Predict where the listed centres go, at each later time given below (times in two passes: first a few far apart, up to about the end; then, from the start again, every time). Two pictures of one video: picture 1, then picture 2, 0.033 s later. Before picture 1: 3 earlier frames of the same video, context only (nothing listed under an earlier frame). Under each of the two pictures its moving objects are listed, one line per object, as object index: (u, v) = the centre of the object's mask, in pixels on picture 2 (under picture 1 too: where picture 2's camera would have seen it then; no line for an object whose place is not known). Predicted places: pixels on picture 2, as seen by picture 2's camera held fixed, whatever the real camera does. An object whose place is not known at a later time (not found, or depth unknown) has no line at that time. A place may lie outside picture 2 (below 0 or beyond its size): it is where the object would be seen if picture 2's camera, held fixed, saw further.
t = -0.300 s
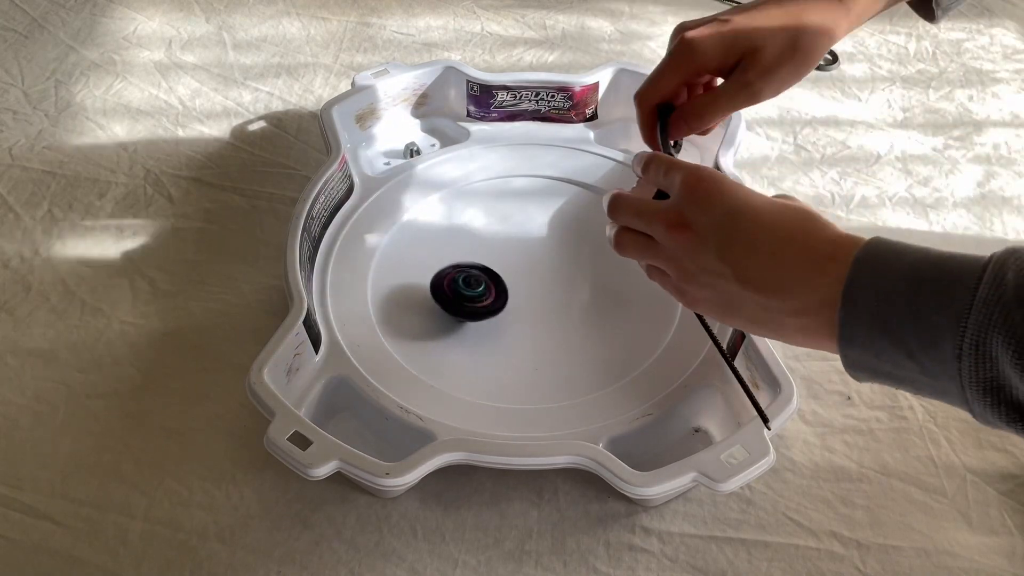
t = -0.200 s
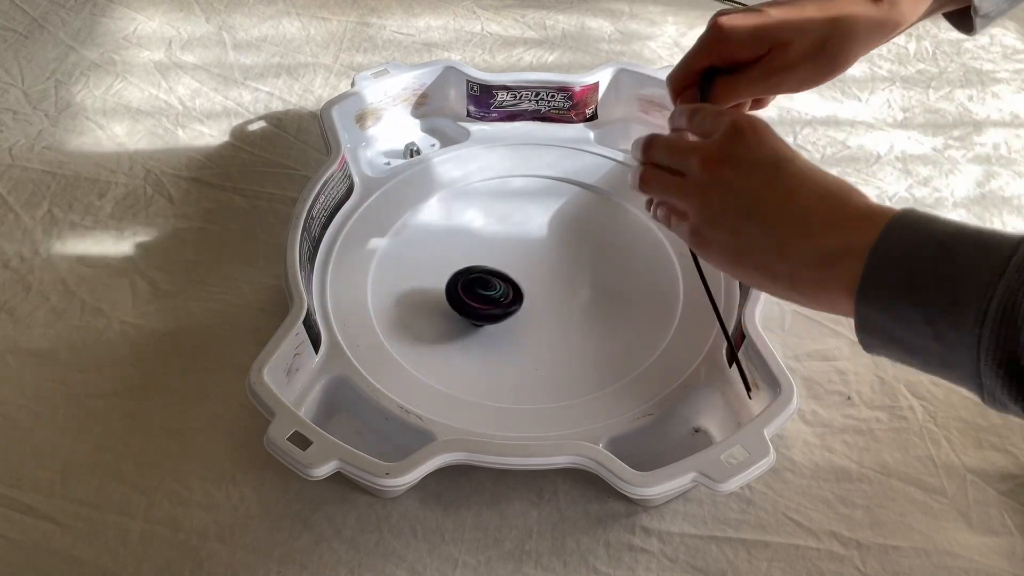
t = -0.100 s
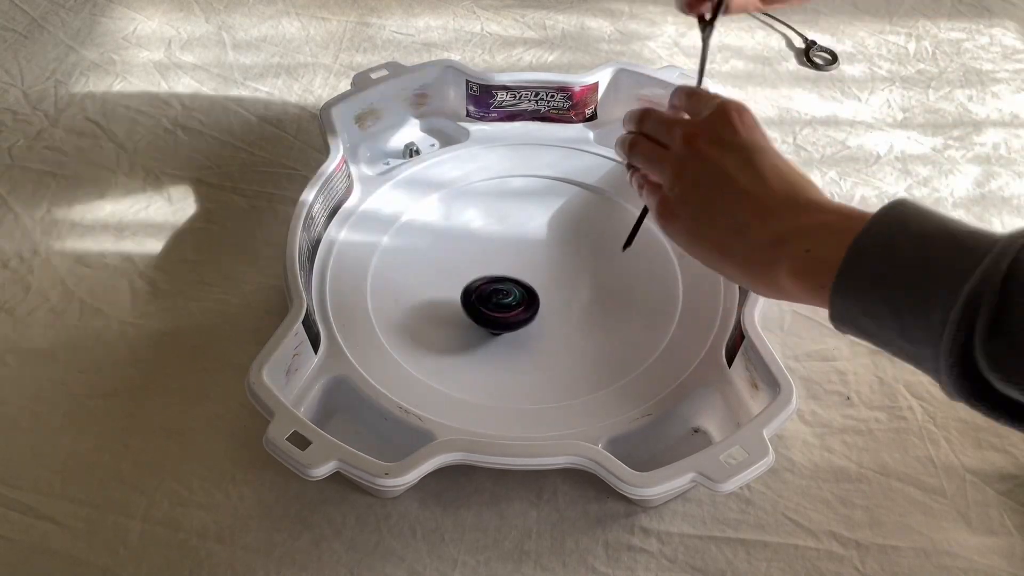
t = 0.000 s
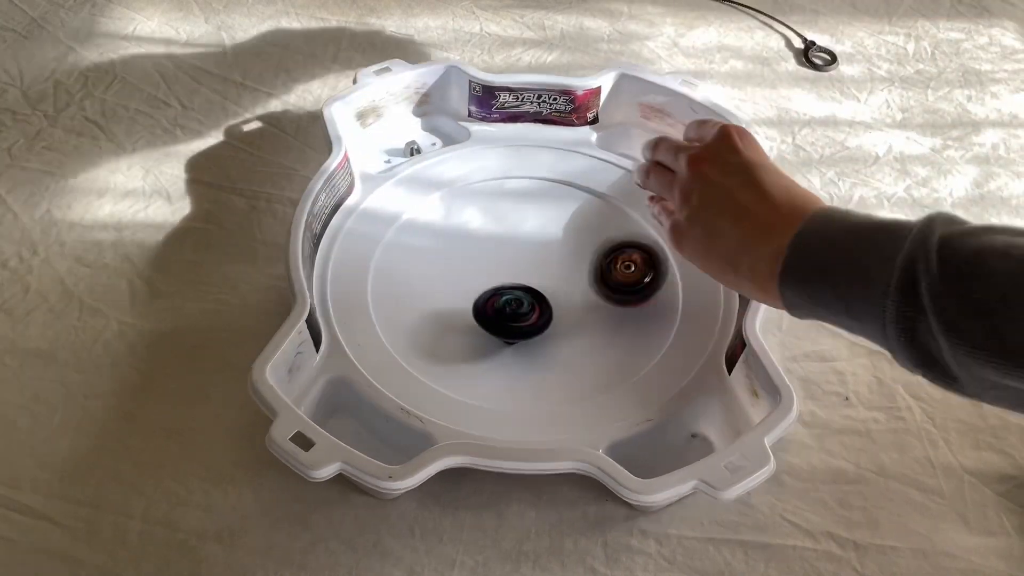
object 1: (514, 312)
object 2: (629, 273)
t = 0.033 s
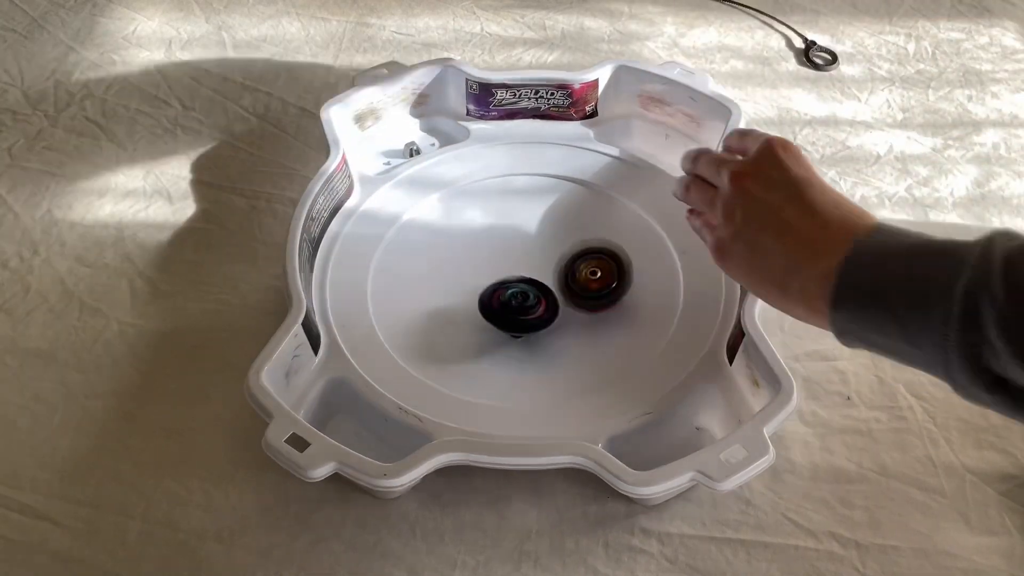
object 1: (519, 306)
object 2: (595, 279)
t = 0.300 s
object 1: (353, 240)
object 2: (631, 218)
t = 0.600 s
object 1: (512, 173)
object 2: (569, 247)
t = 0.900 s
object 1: (605, 257)
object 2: (569, 368)
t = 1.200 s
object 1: (495, 299)
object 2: (533, 369)
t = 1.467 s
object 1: (450, 193)
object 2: (519, 271)
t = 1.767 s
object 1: (549, 170)
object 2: (483, 235)
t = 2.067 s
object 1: (580, 201)
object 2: (431, 329)
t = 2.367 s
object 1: (518, 266)
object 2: (585, 325)
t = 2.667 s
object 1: (427, 252)
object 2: (474, 164)
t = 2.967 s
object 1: (430, 350)
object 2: (416, 160)
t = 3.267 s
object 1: (571, 290)
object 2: (419, 172)
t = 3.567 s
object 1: (566, 219)
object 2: (442, 149)
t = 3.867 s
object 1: (529, 290)
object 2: (488, 138)
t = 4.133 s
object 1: (513, 317)
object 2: (524, 136)
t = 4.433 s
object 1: (506, 297)
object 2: (531, 214)
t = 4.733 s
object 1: (379, 345)
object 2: (614, 190)
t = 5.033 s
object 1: (365, 305)
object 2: (565, 237)
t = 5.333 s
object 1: (516, 231)
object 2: (575, 311)
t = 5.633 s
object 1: (705, 249)
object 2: (606, 289)
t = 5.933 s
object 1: (600, 293)
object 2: (468, 293)
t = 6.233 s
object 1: (535, 261)
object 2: (489, 342)
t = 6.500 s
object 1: (501, 211)
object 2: (546, 271)
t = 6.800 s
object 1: (500, 186)
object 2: (473, 259)
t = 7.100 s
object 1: (497, 240)
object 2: (537, 309)
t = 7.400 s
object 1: (470, 268)
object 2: (558, 220)
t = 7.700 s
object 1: (485, 292)
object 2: (450, 224)
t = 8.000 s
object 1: (544, 322)
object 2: (479, 276)
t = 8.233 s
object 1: (570, 319)
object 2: (520, 227)
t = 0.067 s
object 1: (466, 313)
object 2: (601, 276)
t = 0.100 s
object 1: (409, 313)
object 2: (611, 271)
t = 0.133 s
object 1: (377, 297)
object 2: (620, 261)
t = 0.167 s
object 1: (363, 277)
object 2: (626, 250)
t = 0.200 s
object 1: (352, 267)
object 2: (631, 243)
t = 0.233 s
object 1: (347, 259)
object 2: (632, 233)
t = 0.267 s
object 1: (349, 249)
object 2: (633, 225)
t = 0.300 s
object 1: (353, 240)
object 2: (631, 218)
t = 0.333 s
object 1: (362, 231)
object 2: (630, 210)
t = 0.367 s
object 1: (374, 222)
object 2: (628, 203)
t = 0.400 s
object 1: (388, 213)
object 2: (625, 198)
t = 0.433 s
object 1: (407, 205)
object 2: (618, 196)
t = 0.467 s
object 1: (428, 200)
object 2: (608, 198)
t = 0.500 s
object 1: (452, 194)
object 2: (595, 202)
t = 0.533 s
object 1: (479, 191)
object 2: (580, 210)
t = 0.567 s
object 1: (504, 186)
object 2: (567, 224)
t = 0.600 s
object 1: (512, 173)
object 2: (569, 247)
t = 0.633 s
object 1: (522, 165)
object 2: (571, 270)
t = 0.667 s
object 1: (533, 165)
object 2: (574, 291)
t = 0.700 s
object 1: (546, 172)
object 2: (575, 308)
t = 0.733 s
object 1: (560, 180)
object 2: (576, 326)
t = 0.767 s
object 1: (573, 190)
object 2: (575, 341)
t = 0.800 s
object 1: (584, 202)
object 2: (574, 351)
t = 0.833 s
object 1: (594, 218)
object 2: (572, 360)
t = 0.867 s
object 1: (601, 237)
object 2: (570, 365)
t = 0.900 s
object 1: (605, 257)
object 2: (569, 368)
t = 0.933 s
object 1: (604, 279)
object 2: (569, 369)
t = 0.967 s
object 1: (599, 301)
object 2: (570, 366)
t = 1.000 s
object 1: (592, 312)
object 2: (567, 366)
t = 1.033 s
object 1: (581, 313)
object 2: (559, 375)
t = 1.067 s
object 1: (568, 315)
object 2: (551, 383)
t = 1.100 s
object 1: (553, 314)
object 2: (547, 385)
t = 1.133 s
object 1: (534, 309)
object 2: (541, 382)
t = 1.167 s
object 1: (516, 304)
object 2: (537, 375)
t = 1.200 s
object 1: (495, 299)
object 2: (533, 369)
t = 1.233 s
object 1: (480, 289)
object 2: (531, 359)
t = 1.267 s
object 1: (465, 278)
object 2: (529, 349)
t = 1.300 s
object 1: (454, 266)
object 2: (527, 339)
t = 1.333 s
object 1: (444, 252)
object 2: (525, 326)
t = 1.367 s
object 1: (440, 236)
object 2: (524, 312)
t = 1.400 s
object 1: (439, 219)
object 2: (522, 298)
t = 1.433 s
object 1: (445, 205)
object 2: (521, 284)
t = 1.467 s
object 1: (450, 193)
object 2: (519, 271)
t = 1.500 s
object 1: (461, 183)
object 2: (517, 259)
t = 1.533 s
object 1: (472, 175)
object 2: (514, 250)
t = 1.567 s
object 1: (484, 172)
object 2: (510, 241)
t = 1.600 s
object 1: (498, 168)
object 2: (506, 234)
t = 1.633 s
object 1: (510, 167)
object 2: (502, 230)
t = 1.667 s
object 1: (521, 162)
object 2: (498, 226)
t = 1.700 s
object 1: (531, 164)
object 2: (494, 227)
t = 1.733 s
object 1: (539, 170)
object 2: (490, 231)
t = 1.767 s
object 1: (549, 170)
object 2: (483, 235)
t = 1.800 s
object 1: (555, 170)
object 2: (475, 243)
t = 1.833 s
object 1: (560, 171)
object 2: (466, 250)
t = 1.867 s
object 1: (566, 172)
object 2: (457, 258)
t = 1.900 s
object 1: (569, 174)
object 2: (450, 270)
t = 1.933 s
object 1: (573, 177)
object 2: (443, 280)
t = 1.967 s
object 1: (578, 182)
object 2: (438, 292)
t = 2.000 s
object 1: (579, 187)
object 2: (433, 304)
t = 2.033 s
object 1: (579, 193)
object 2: (431, 316)
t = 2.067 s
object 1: (580, 201)
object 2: (431, 329)
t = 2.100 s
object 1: (578, 208)
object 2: (435, 342)
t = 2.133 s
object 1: (575, 216)
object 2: (444, 355)
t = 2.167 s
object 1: (572, 226)
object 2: (457, 366)
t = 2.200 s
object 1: (567, 234)
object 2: (477, 373)
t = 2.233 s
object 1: (559, 241)
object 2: (504, 374)
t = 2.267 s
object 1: (551, 250)
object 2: (530, 370)
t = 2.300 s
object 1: (541, 256)
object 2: (553, 360)
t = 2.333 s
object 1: (531, 261)
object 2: (572, 344)
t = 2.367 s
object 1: (518, 266)
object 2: (585, 325)
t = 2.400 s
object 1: (504, 269)
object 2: (592, 303)
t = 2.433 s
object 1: (493, 272)
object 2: (593, 280)
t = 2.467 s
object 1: (479, 271)
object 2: (586, 256)
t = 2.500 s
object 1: (467, 269)
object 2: (576, 234)
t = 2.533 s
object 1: (455, 268)
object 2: (561, 214)
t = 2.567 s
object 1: (445, 265)
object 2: (542, 196)
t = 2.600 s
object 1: (439, 262)
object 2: (521, 182)
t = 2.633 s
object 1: (432, 258)
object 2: (497, 173)
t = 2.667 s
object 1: (427, 252)
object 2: (474, 164)
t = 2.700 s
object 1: (421, 248)
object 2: (455, 174)
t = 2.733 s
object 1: (418, 244)
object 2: (437, 187)
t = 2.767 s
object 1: (410, 262)
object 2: (428, 182)
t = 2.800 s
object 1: (399, 283)
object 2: (427, 175)
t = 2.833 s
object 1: (391, 304)
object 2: (425, 171)
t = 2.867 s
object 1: (390, 316)
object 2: (425, 168)
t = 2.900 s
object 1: (398, 331)
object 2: (422, 165)
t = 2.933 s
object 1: (412, 342)
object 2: (418, 163)
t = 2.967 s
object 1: (430, 350)
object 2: (416, 160)
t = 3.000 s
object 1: (450, 353)
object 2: (411, 157)
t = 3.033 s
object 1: (468, 352)
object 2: (410, 158)
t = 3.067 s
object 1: (488, 350)
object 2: (410, 162)
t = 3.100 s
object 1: (504, 344)
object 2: (412, 166)
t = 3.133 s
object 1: (522, 337)
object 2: (414, 168)
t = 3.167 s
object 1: (536, 327)
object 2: (415, 170)
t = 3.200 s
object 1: (551, 315)
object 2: (417, 172)
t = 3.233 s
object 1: (561, 303)
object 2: (418, 173)
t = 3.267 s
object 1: (571, 290)
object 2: (419, 172)
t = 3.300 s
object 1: (577, 276)
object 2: (420, 170)
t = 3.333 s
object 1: (583, 264)
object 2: (421, 168)
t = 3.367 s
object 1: (584, 252)
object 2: (422, 163)
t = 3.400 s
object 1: (587, 242)
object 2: (424, 159)
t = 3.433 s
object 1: (584, 233)
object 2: (424, 154)
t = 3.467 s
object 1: (582, 226)
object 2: (427, 148)
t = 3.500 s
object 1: (577, 221)
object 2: (431, 149)
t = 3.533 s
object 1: (571, 219)
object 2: (436, 149)
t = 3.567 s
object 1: (566, 219)
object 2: (442, 149)
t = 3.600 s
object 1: (559, 222)
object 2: (447, 149)
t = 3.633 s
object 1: (554, 227)
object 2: (452, 149)
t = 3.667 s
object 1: (547, 233)
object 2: (459, 148)
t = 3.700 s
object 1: (541, 242)
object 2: (464, 148)
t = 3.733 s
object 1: (534, 251)
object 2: (470, 147)
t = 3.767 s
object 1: (529, 262)
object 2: (474, 144)
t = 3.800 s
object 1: (530, 273)
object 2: (479, 142)
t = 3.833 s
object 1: (529, 282)
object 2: (484, 140)
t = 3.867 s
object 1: (529, 290)
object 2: (488, 138)
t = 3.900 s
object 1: (528, 295)
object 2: (493, 136)
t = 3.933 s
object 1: (526, 300)
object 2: (497, 134)
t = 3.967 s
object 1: (526, 305)
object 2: (503, 132)
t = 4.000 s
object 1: (523, 308)
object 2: (508, 131)
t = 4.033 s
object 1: (519, 312)
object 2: (510, 132)
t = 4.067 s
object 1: (519, 314)
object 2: (514, 133)
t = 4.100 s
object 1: (516, 315)
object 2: (519, 134)
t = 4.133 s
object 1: (513, 317)
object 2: (524, 136)
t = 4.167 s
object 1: (511, 316)
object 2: (528, 139)
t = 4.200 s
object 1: (509, 316)
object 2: (530, 142)
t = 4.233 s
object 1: (508, 315)
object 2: (532, 147)
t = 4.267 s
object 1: (505, 313)
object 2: (534, 154)
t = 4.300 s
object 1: (504, 311)
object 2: (535, 162)
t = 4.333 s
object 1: (505, 309)
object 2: (534, 174)
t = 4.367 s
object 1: (502, 305)
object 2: (533, 185)
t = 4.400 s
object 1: (503, 301)
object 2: (531, 199)
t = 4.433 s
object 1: (506, 297)
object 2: (531, 214)
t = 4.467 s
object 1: (506, 294)
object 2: (534, 228)
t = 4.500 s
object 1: (495, 303)
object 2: (545, 233)
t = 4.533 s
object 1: (472, 326)
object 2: (562, 226)
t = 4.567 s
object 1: (446, 344)
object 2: (579, 219)
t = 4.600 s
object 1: (424, 350)
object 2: (592, 212)
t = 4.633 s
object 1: (412, 344)
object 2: (602, 206)
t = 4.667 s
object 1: (399, 350)
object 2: (611, 198)
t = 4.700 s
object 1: (387, 350)
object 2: (616, 191)
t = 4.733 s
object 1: (379, 345)
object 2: (614, 190)
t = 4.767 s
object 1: (370, 342)
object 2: (607, 192)
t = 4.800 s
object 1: (363, 338)
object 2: (602, 194)
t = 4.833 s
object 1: (364, 333)
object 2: (595, 197)
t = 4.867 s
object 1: (360, 329)
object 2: (590, 199)
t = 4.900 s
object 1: (359, 324)
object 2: (586, 203)
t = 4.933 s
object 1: (360, 320)
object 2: (580, 210)
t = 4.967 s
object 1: (357, 315)
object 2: (574, 217)
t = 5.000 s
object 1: (361, 310)
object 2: (568, 228)
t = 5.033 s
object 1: (365, 305)
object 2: (565, 237)
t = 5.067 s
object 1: (368, 298)
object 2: (561, 247)
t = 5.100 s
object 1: (376, 292)
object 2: (558, 257)
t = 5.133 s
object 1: (384, 288)
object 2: (557, 267)
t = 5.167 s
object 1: (398, 280)
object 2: (557, 278)
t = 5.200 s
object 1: (413, 270)
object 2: (558, 286)
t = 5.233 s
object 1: (433, 260)
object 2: (561, 294)
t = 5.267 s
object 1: (458, 250)
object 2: (564, 301)
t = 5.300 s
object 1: (485, 239)
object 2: (569, 307)
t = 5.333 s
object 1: (516, 231)
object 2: (575, 311)
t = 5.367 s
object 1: (548, 223)
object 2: (582, 313)
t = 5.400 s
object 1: (582, 218)
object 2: (589, 315)
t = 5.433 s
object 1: (612, 215)
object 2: (596, 315)
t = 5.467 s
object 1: (642, 216)
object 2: (603, 312)
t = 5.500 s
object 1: (661, 219)
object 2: (611, 308)
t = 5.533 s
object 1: (669, 231)
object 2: (617, 301)
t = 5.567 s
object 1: (677, 246)
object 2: (621, 296)
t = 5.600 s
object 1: (686, 252)
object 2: (619, 291)
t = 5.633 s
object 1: (705, 249)
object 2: (606, 289)
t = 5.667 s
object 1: (701, 255)
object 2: (591, 286)
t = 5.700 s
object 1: (694, 263)
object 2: (574, 284)
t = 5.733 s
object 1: (685, 268)
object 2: (556, 283)
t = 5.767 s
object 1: (674, 273)
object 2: (539, 282)
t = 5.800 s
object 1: (660, 281)
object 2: (522, 283)
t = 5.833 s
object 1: (646, 285)
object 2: (506, 284)
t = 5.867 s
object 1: (630, 289)
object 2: (491, 287)
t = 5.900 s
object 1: (615, 291)
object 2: (479, 290)
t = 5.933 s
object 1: (600, 293)
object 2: (468, 293)
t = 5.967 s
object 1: (587, 293)
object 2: (459, 298)
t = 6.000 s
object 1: (576, 291)
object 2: (453, 304)
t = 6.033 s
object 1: (567, 289)
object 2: (450, 309)
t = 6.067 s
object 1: (560, 286)
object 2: (449, 315)
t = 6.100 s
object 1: (554, 282)
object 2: (450, 321)
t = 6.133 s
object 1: (550, 277)
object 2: (456, 327)
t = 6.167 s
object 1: (545, 272)
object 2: (463, 334)
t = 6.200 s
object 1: (540, 267)
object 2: (475, 340)
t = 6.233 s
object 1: (535, 261)
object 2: (489, 342)
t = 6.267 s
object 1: (530, 256)
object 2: (504, 341)
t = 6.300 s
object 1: (525, 249)
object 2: (518, 337)
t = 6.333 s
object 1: (520, 243)
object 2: (529, 329)
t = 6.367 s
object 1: (516, 237)
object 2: (537, 318)
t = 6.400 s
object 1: (513, 231)
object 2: (543, 306)
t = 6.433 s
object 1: (510, 226)
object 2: (545, 292)
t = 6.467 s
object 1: (508, 221)
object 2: (546, 279)
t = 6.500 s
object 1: (501, 211)
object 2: (546, 271)
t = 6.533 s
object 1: (495, 199)
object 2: (545, 264)
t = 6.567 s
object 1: (490, 190)
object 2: (541, 257)
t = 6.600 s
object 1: (487, 182)
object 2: (534, 250)
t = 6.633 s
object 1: (486, 176)
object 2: (525, 243)
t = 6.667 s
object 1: (484, 171)
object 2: (513, 237)
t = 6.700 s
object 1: (484, 170)
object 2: (501, 234)
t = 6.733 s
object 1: (489, 173)
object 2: (491, 242)
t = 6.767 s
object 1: (495, 180)
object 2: (482, 251)
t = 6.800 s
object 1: (500, 186)
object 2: (473, 259)
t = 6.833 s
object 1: (504, 194)
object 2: (468, 268)
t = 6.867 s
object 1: (508, 202)
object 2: (466, 277)
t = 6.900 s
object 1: (510, 211)
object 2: (467, 288)
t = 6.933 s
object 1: (510, 218)
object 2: (472, 296)
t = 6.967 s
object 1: (510, 224)
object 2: (482, 304)
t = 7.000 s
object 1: (508, 229)
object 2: (494, 309)
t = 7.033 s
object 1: (506, 233)
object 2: (508, 312)
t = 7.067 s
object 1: (502, 237)
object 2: (523, 312)
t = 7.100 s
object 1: (497, 240)
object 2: (537, 309)
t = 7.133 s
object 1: (492, 243)
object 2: (551, 304)
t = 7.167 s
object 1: (487, 245)
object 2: (563, 295)
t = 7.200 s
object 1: (484, 249)
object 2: (572, 285)
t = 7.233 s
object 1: (480, 252)
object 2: (577, 274)
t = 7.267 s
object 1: (477, 255)
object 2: (579, 262)
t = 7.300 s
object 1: (474, 258)
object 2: (578, 250)
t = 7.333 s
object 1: (471, 260)
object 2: (574, 239)
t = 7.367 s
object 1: (470, 264)
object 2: (568, 229)
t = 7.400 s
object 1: (470, 268)
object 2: (558, 220)
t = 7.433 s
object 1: (469, 271)
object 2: (548, 213)
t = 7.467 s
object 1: (468, 275)
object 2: (536, 206)
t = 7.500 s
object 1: (469, 277)
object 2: (523, 203)
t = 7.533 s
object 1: (470, 280)
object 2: (510, 201)
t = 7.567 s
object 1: (473, 283)
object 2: (496, 201)
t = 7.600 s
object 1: (474, 286)
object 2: (483, 204)
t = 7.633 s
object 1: (476, 288)
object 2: (471, 208)
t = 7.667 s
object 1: (480, 290)
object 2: (460, 214)
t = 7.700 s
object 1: (485, 292)
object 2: (450, 224)
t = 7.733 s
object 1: (489, 294)
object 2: (443, 234)
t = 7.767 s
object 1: (492, 295)
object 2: (440, 246)
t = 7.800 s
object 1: (499, 299)
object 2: (438, 255)
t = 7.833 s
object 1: (507, 304)
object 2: (440, 261)
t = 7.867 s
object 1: (513, 307)
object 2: (446, 269)
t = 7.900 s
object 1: (521, 312)
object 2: (452, 273)
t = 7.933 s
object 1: (531, 317)
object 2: (459, 275)
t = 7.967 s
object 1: (538, 320)
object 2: (469, 277)
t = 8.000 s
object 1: (544, 322)
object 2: (479, 276)
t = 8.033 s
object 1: (548, 324)
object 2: (491, 273)
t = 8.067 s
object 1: (553, 324)
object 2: (501, 268)
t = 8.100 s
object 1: (558, 324)
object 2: (509, 261)
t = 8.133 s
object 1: (562, 324)
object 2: (515, 253)
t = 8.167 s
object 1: (565, 323)
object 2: (519, 244)
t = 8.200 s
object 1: (568, 321)
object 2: (521, 236)
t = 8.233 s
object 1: (570, 319)
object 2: (520, 227)
